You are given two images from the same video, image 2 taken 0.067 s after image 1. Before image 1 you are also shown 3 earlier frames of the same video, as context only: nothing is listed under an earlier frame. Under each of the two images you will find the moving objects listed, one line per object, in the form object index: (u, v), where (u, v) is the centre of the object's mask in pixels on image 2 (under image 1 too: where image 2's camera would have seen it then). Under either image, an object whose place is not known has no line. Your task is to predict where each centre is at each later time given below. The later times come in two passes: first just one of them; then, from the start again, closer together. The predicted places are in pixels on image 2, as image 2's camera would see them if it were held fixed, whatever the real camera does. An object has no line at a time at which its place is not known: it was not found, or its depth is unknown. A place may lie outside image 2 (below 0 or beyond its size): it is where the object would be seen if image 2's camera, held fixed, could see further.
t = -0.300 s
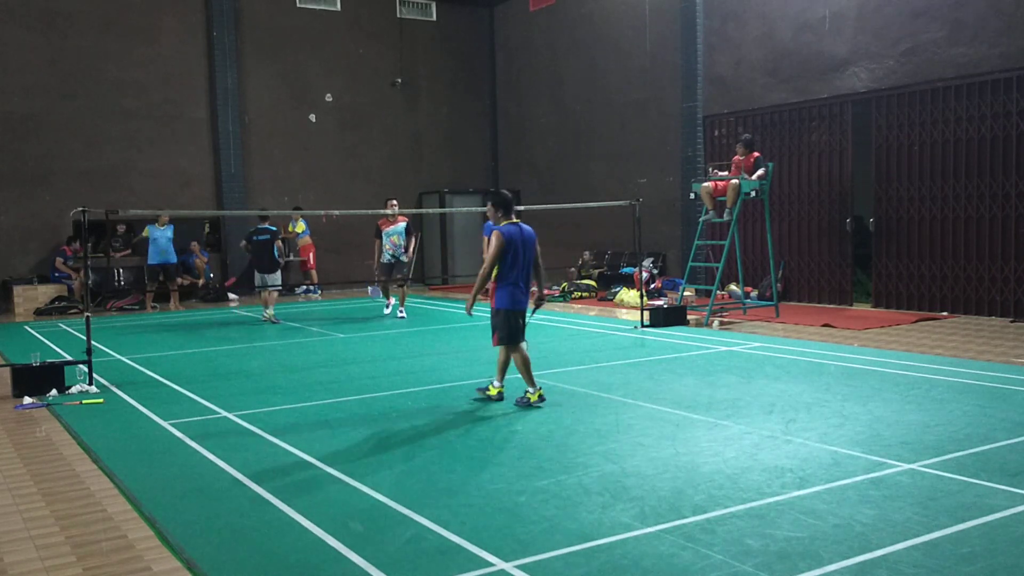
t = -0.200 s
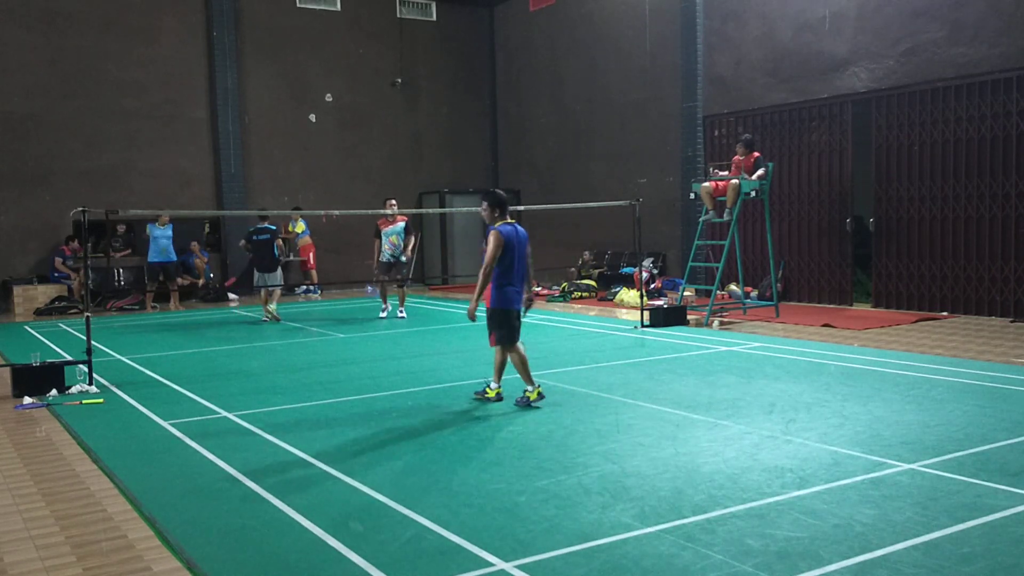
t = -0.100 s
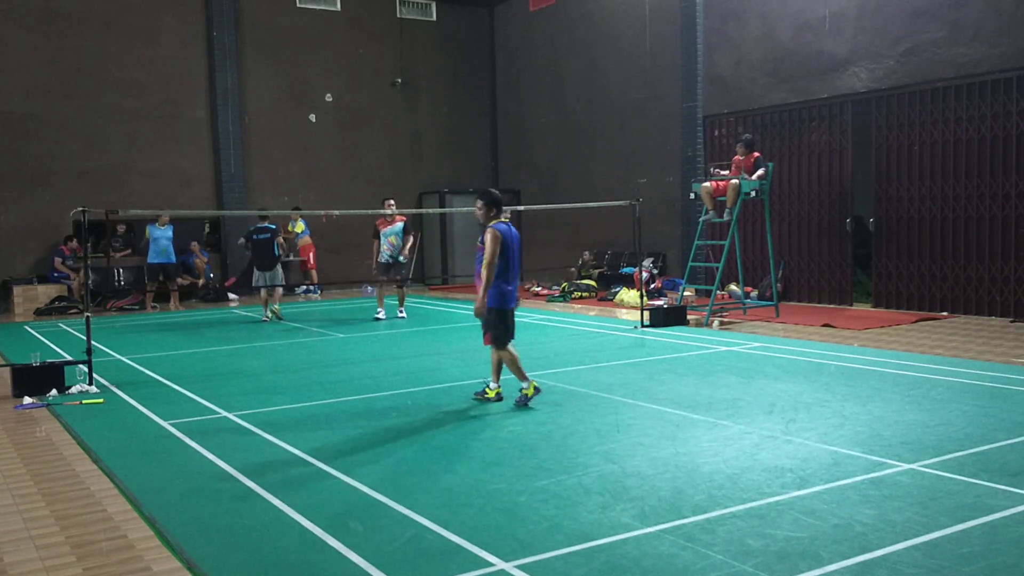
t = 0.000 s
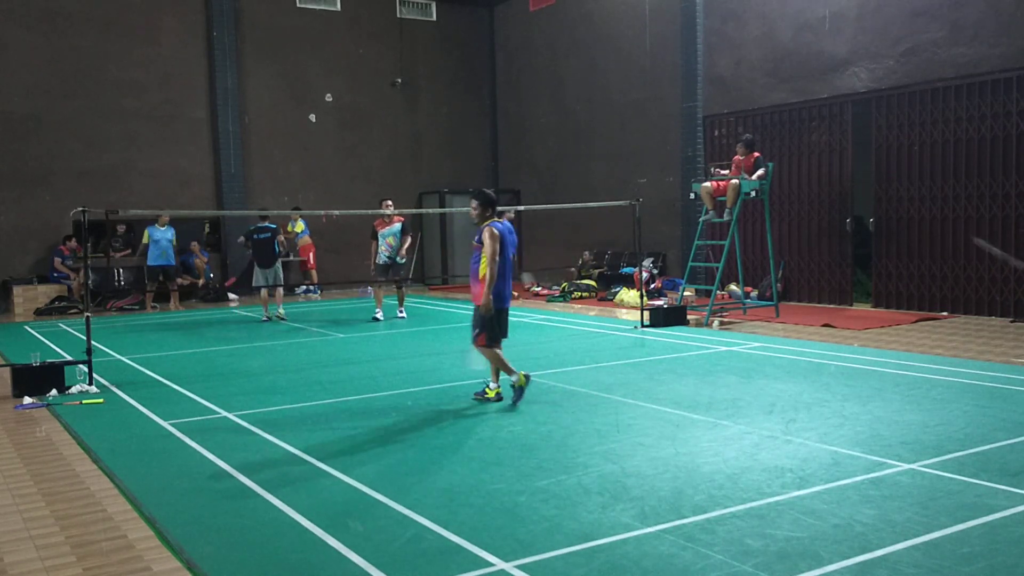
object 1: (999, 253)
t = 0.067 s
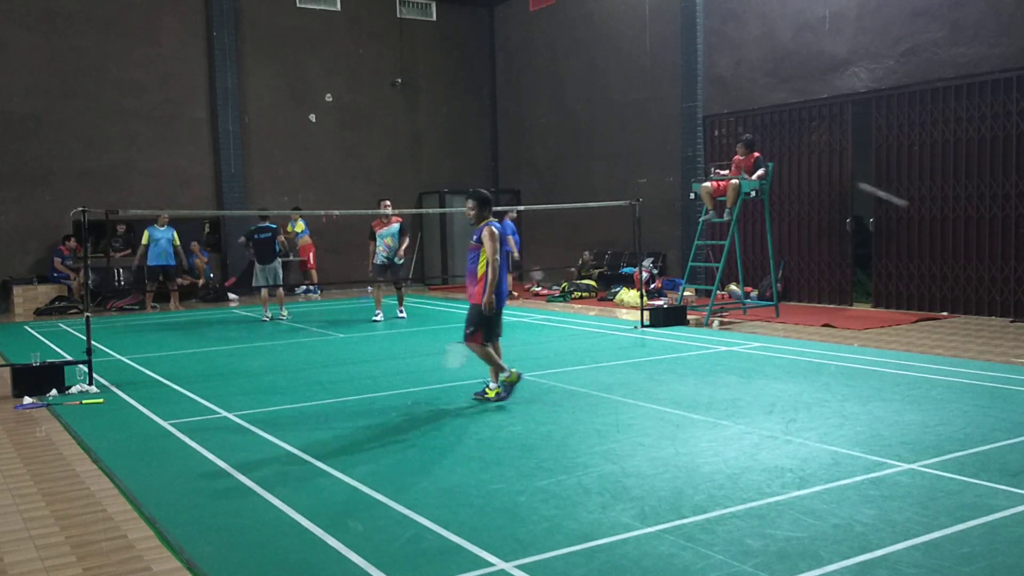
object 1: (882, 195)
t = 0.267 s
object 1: (665, 111)
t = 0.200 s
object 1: (722, 128)
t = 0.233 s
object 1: (692, 119)
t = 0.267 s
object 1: (665, 111)
